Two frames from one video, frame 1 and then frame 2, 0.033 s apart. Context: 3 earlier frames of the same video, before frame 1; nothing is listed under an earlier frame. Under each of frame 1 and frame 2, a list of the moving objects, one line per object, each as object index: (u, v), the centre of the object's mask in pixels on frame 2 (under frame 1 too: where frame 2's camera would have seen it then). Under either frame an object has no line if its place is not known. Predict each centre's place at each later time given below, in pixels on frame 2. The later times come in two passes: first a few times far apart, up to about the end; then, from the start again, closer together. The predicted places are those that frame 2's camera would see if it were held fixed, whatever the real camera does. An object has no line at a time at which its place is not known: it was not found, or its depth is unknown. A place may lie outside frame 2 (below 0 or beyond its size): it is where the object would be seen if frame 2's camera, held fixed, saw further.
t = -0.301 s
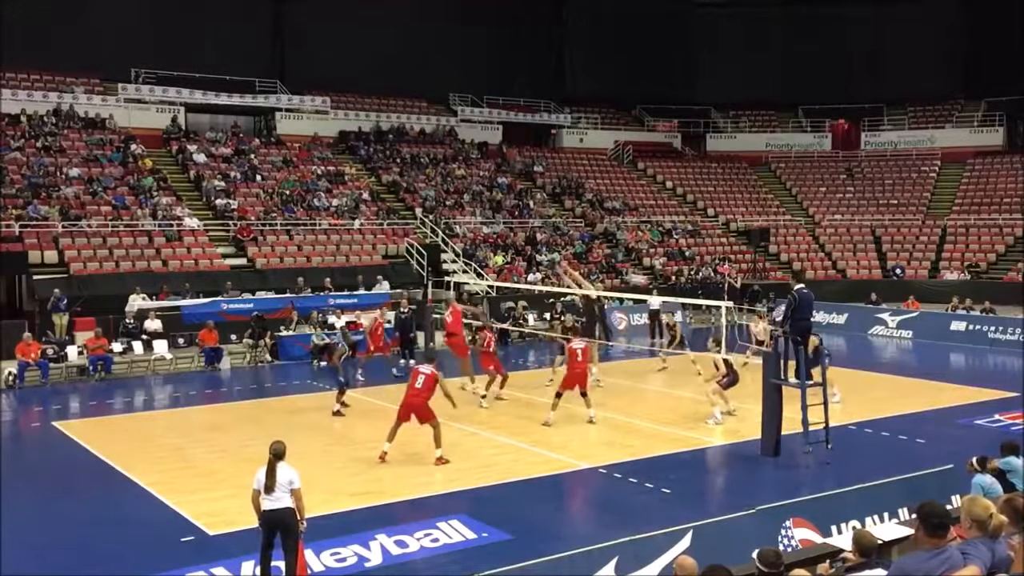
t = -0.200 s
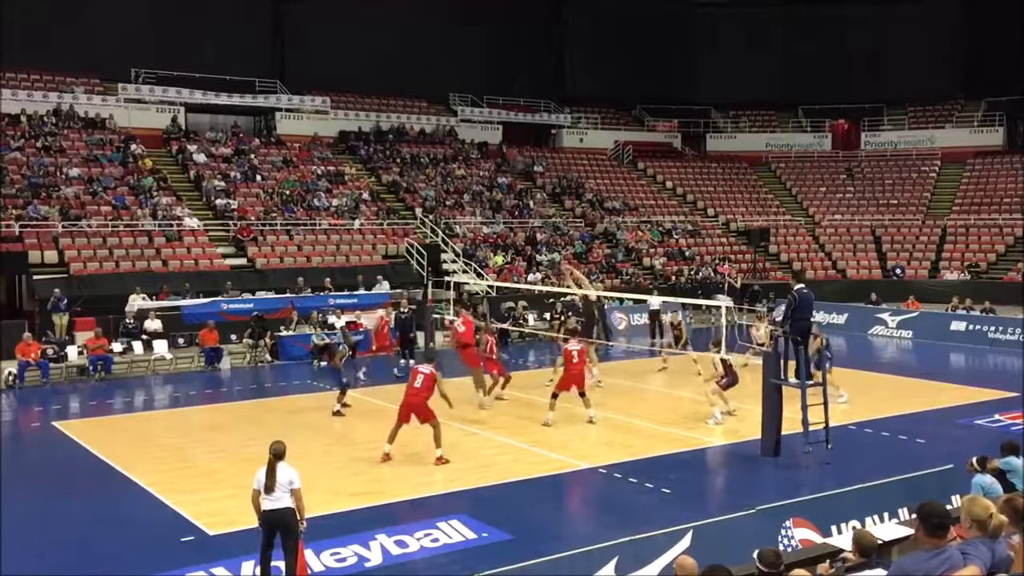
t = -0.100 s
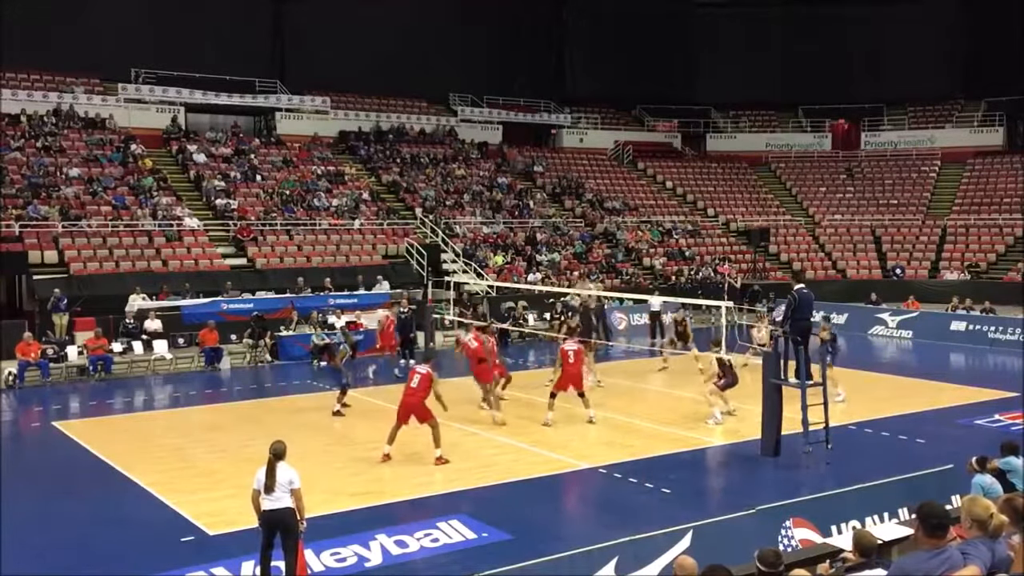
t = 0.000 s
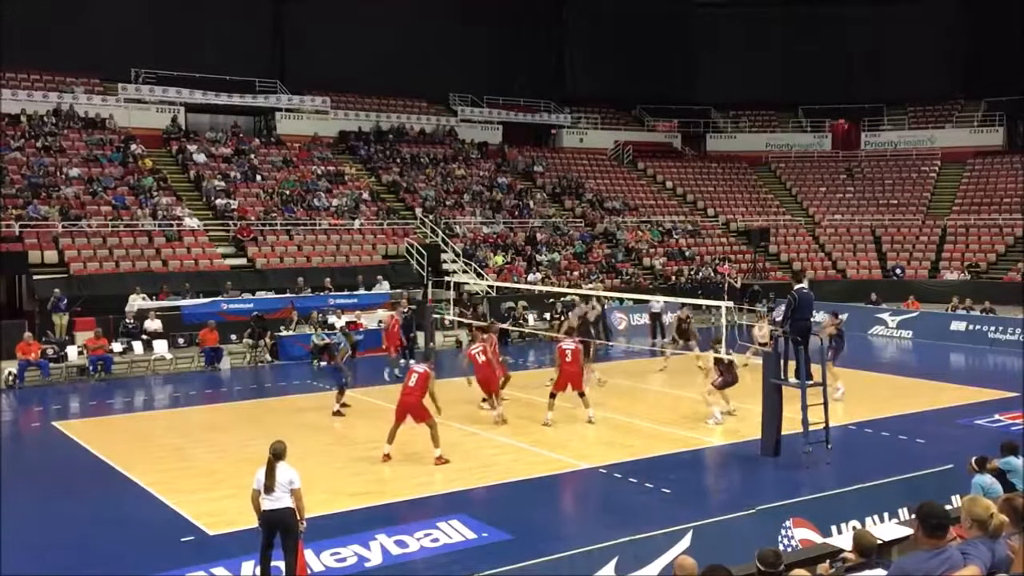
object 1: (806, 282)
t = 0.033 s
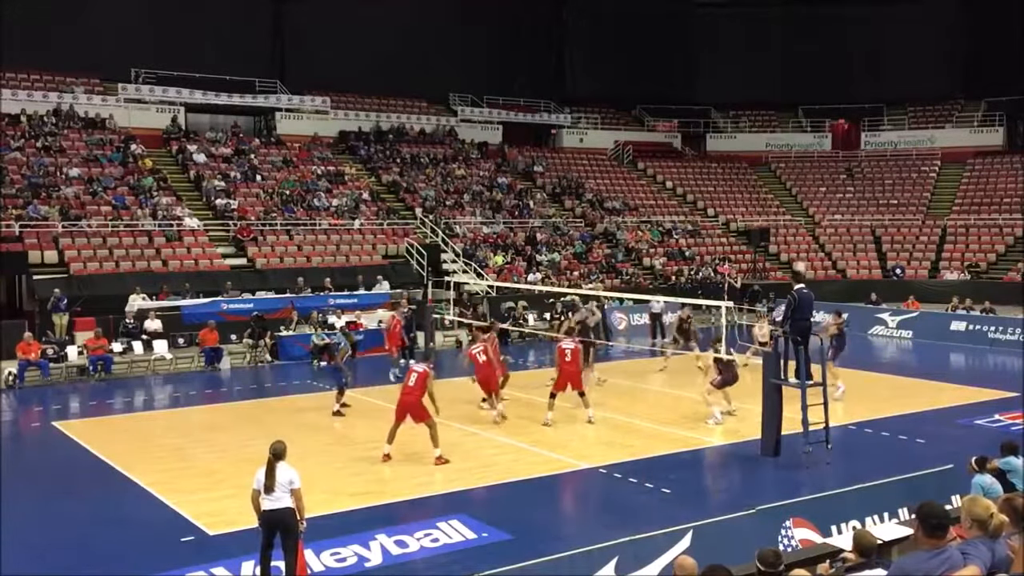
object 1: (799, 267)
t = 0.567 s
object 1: (770, 92)
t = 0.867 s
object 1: (760, 61)
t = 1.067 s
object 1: (754, 62)
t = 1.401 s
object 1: (744, 97)
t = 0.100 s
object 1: (794, 235)
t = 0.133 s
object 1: (792, 220)
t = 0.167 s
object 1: (790, 206)
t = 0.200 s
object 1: (788, 193)
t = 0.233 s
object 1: (785, 181)
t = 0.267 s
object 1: (783, 169)
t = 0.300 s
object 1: (782, 158)
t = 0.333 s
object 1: (780, 147)
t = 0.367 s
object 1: (778, 136)
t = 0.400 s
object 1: (777, 127)
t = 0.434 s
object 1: (775, 120)
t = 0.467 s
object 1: (774, 112)
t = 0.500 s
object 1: (772, 105)
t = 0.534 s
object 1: (771, 97)
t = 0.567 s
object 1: (770, 92)
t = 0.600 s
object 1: (769, 86)
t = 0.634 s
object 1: (768, 82)
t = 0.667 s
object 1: (766, 77)
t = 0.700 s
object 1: (765, 73)
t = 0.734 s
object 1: (764, 70)
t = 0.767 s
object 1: (763, 67)
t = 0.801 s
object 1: (762, 64)
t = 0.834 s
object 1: (761, 62)
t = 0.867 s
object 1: (760, 61)
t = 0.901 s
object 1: (759, 60)
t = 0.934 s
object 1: (757, 60)
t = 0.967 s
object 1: (757, 60)
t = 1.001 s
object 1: (756, 60)
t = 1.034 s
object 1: (755, 61)
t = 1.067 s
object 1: (754, 62)
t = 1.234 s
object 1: (749, 75)
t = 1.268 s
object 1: (748, 79)
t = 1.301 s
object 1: (747, 83)
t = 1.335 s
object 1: (746, 87)
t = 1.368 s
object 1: (745, 92)
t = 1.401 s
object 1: (744, 97)
